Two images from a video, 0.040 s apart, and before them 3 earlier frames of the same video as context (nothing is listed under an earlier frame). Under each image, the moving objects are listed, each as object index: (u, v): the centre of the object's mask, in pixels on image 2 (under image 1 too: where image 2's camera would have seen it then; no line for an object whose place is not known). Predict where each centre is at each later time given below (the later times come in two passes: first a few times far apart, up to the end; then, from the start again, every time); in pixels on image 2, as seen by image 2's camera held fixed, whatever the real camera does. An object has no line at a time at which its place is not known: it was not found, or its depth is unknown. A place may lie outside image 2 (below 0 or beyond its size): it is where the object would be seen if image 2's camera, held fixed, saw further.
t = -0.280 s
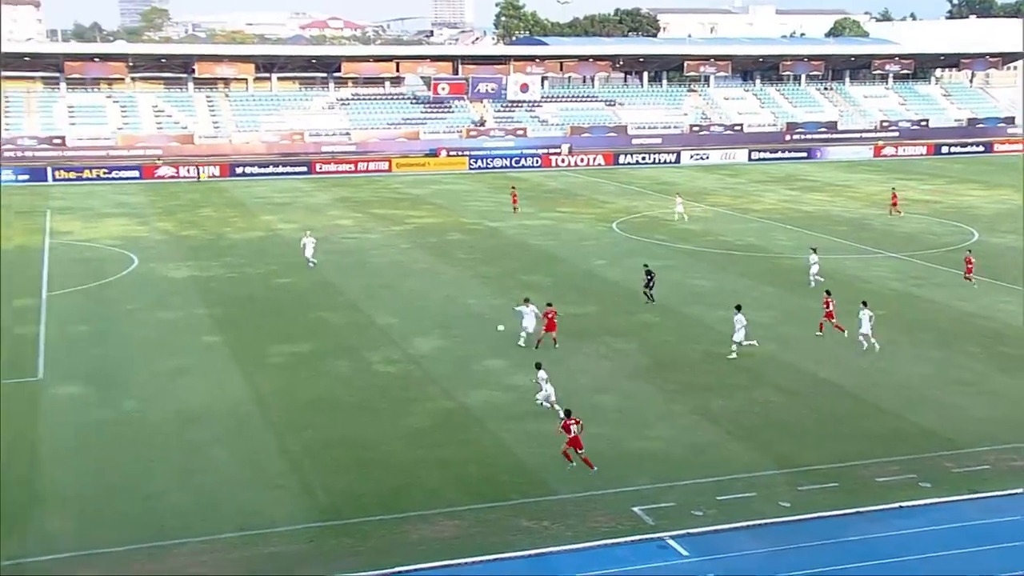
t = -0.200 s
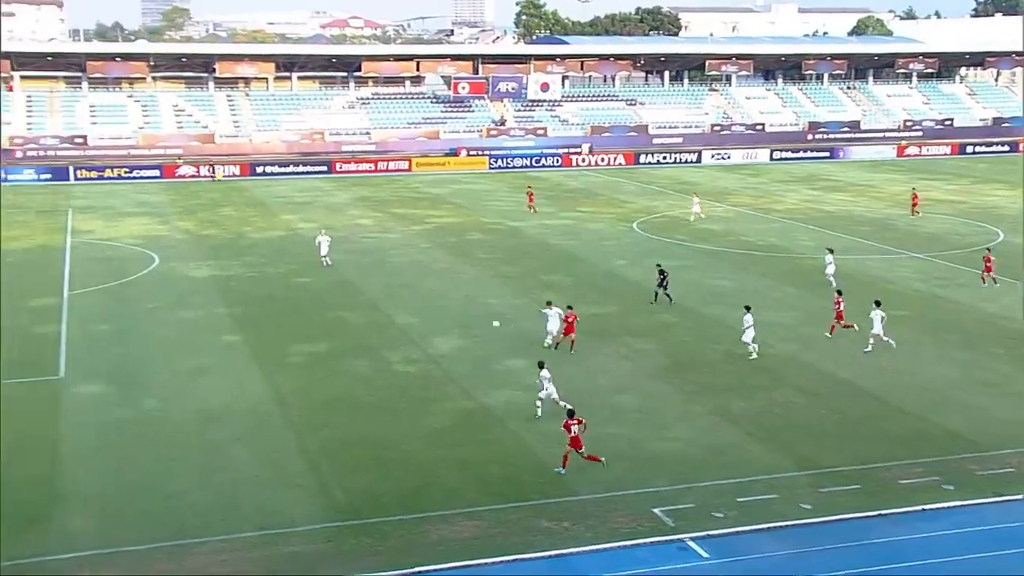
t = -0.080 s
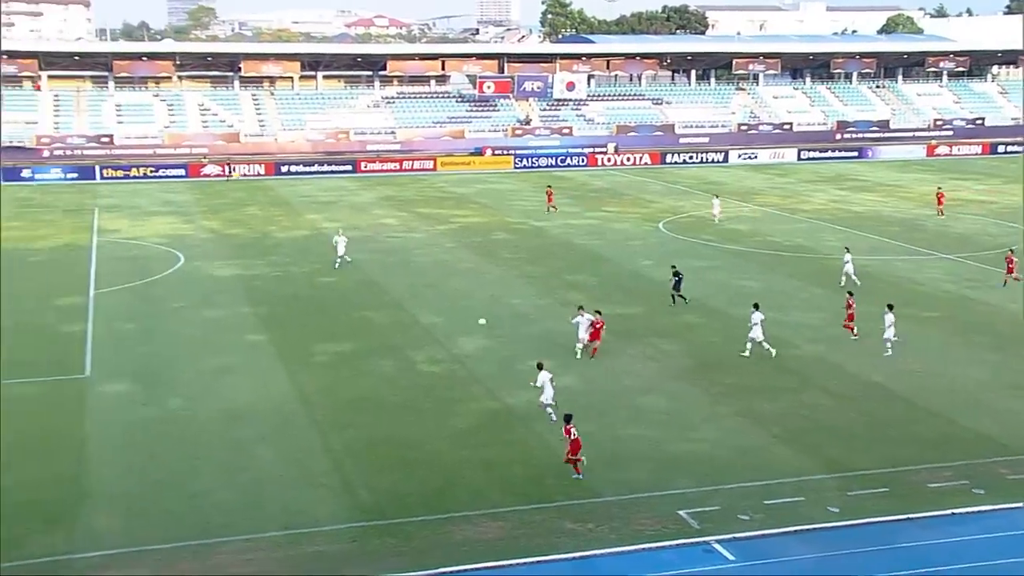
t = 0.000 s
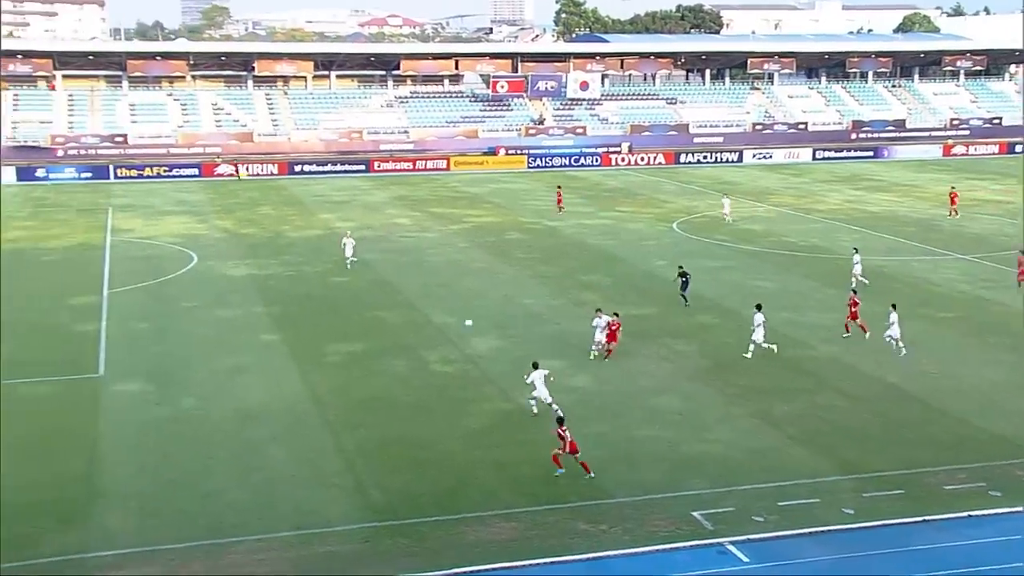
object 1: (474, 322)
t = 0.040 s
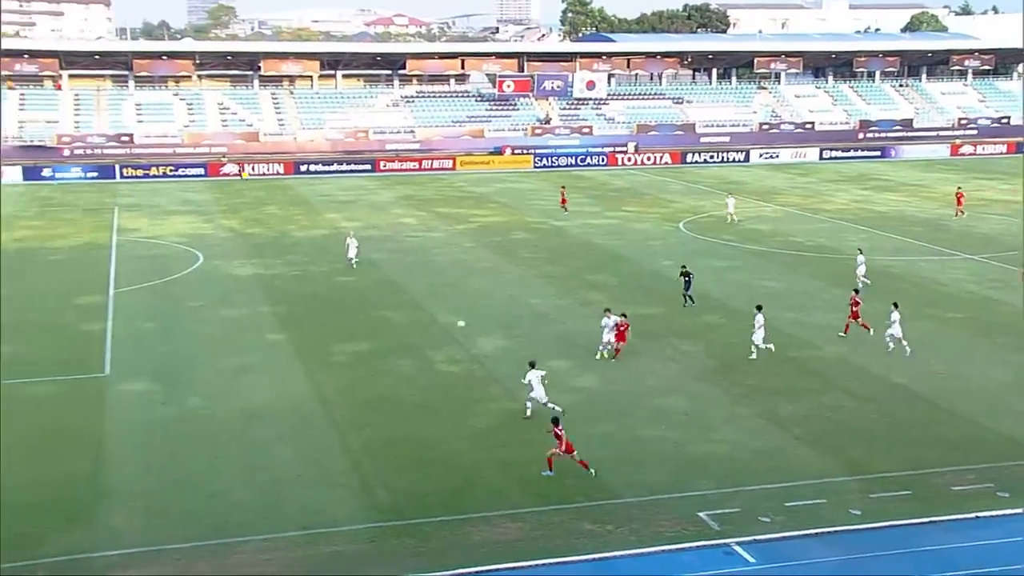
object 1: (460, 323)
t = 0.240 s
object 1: (390, 339)
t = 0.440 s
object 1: (317, 368)
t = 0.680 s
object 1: (230, 405)
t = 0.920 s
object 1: (157, 400)
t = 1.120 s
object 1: (96, 414)
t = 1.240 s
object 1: (59, 429)
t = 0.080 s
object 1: (447, 325)
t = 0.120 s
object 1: (433, 328)
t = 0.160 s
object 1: (419, 331)
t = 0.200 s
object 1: (404, 334)
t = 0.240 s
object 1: (390, 339)
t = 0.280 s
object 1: (376, 343)
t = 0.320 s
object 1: (361, 349)
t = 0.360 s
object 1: (347, 353)
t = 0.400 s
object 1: (332, 361)
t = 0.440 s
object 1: (317, 368)
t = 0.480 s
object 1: (302, 376)
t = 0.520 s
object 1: (287, 384)
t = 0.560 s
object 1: (272, 394)
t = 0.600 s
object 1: (257, 404)
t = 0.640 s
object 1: (242, 409)
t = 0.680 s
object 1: (230, 405)
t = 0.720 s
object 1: (219, 403)
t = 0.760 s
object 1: (206, 401)
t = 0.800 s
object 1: (194, 400)
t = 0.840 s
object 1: (182, 399)
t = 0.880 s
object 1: (170, 399)
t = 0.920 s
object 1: (157, 400)
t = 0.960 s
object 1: (146, 402)
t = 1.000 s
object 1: (133, 403)
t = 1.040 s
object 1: (120, 406)
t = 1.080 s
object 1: (108, 410)
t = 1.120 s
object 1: (96, 414)
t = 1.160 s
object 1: (84, 418)
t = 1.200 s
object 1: (72, 424)
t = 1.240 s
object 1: (59, 429)
